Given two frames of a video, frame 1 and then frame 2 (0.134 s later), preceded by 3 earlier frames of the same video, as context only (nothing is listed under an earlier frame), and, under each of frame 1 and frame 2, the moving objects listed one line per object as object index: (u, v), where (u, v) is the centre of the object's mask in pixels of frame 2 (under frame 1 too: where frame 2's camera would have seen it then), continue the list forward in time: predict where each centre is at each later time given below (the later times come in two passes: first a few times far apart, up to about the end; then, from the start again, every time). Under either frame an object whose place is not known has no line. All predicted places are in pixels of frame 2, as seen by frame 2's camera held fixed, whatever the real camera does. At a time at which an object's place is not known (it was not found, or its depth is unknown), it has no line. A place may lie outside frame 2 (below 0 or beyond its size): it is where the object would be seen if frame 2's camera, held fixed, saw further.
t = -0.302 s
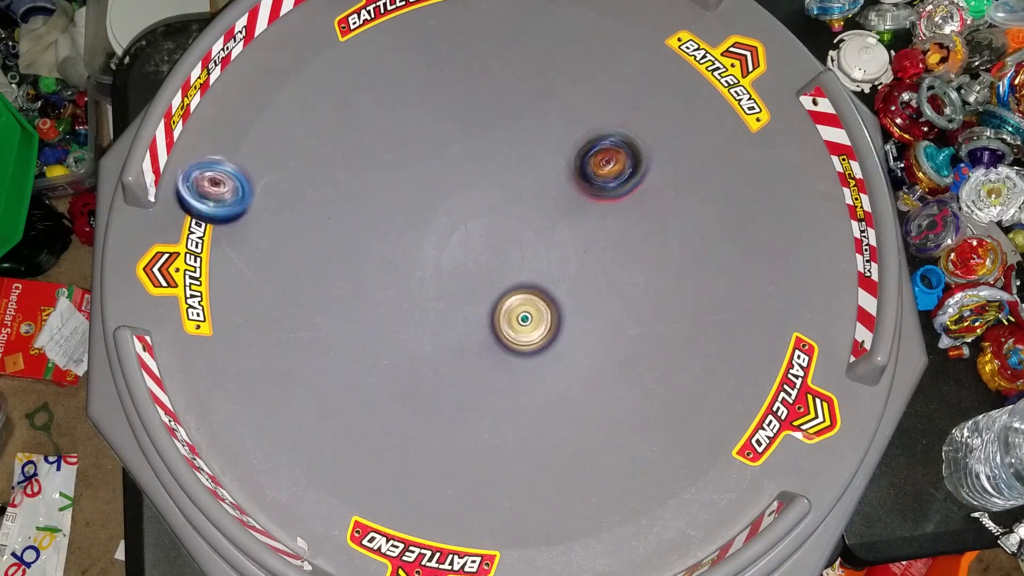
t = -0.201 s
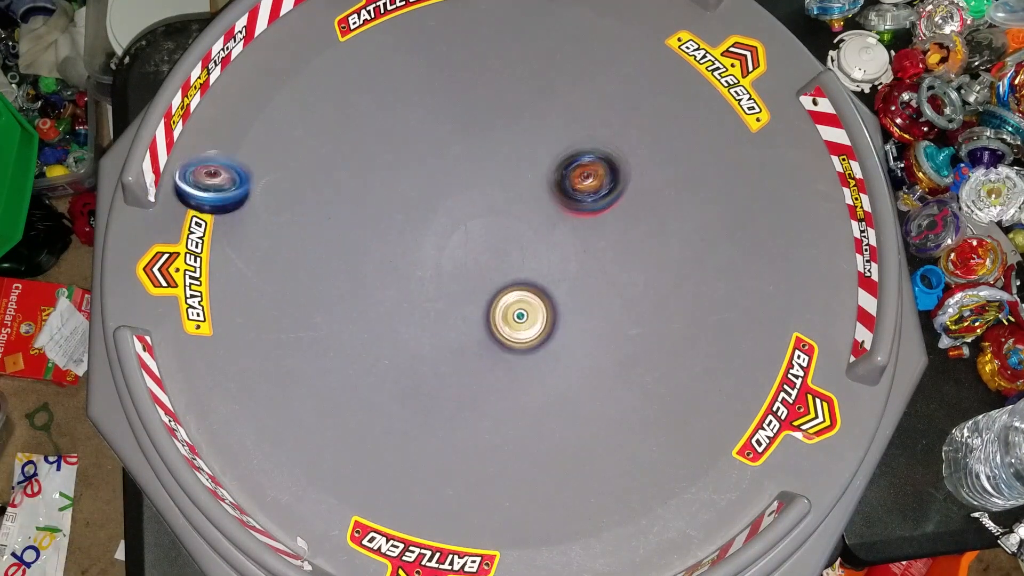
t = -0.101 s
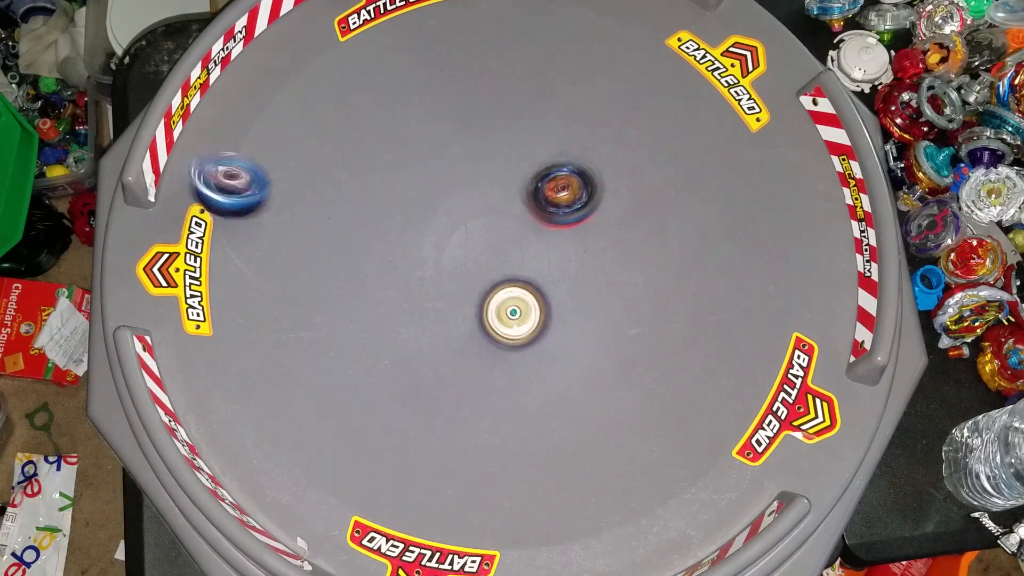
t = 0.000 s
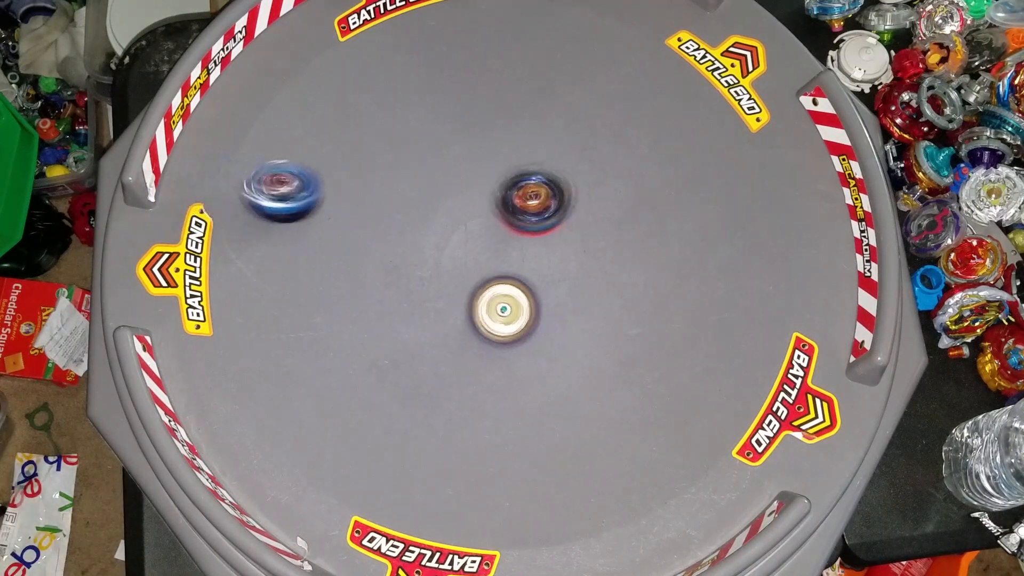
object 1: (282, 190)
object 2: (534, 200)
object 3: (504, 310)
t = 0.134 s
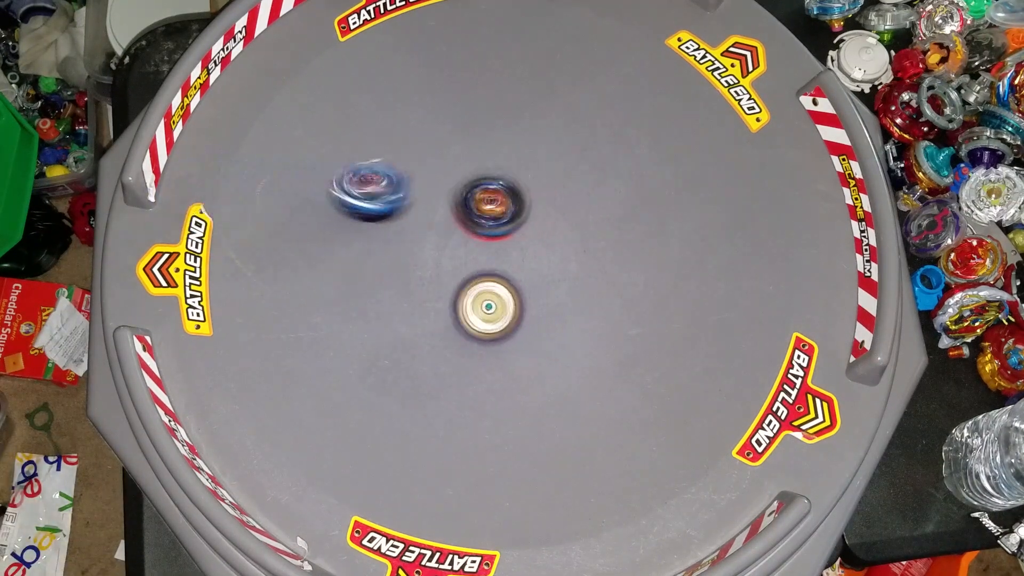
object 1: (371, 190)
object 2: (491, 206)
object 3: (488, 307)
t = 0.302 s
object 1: (379, 151)
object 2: (542, 252)
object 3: (470, 315)
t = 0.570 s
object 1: (370, 112)
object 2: (567, 278)
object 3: (462, 326)
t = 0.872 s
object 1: (394, 118)
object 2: (542, 287)
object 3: (469, 326)
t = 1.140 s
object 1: (468, 170)
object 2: (512, 236)
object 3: (467, 327)
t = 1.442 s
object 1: (499, 150)
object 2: (513, 242)
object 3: (462, 319)
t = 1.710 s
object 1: (506, 154)
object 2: (510, 249)
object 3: (457, 317)
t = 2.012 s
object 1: (515, 172)
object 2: (500, 246)
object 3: (456, 315)
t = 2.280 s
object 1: (570, 157)
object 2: (494, 235)
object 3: (448, 330)
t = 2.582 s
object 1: (596, 138)
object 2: (492, 235)
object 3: (446, 324)
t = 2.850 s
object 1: (581, 156)
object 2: (494, 241)
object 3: (440, 316)
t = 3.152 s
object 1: (548, 218)
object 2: (475, 249)
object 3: (436, 314)
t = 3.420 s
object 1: (628, 213)
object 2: (444, 237)
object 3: (442, 330)
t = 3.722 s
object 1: (644, 176)
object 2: (465, 239)
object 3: (466, 319)
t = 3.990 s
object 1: (583, 176)
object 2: (476, 172)
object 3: (503, 381)
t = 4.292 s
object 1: (542, 242)
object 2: (479, 183)
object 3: (500, 347)
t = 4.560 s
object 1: (530, 235)
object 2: (464, 188)
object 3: (443, 381)
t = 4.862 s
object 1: (536, 235)
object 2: (461, 191)
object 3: (455, 402)
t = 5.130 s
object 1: (532, 258)
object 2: (454, 238)
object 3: (464, 361)
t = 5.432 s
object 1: (532, 260)
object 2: (457, 284)
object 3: (423, 354)
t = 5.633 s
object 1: (526, 246)
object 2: (472, 300)
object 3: (424, 360)
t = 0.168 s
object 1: (395, 191)
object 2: (481, 206)
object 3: (485, 306)
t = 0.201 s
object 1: (404, 186)
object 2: (482, 214)
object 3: (482, 306)
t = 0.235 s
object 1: (395, 175)
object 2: (505, 229)
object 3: (480, 306)
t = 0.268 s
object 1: (387, 167)
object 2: (520, 240)
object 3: (478, 309)
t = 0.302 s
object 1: (379, 151)
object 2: (542, 252)
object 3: (470, 315)
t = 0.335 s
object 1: (376, 142)
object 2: (548, 256)
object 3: (467, 318)
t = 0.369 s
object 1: (374, 135)
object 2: (553, 258)
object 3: (464, 320)
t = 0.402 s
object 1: (374, 128)
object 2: (558, 261)
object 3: (463, 321)
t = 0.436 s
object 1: (372, 121)
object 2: (561, 264)
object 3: (462, 322)
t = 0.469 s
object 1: (371, 116)
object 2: (564, 268)
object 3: (462, 323)
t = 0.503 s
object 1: (369, 113)
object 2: (566, 272)
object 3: (462, 324)
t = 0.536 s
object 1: (370, 112)
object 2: (567, 276)
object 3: (462, 325)
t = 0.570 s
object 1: (370, 112)
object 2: (567, 278)
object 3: (462, 326)
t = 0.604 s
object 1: (372, 113)
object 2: (566, 281)
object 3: (463, 326)
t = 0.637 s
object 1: (374, 114)
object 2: (565, 285)
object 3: (463, 327)
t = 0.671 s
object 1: (378, 114)
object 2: (564, 287)
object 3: (464, 327)
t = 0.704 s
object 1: (381, 113)
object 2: (561, 289)
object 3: (464, 327)
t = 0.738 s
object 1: (383, 112)
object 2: (559, 289)
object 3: (465, 327)
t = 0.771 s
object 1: (385, 111)
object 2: (554, 291)
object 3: (467, 327)
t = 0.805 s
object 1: (387, 112)
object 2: (551, 291)
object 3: (467, 327)
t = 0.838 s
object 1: (390, 114)
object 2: (546, 289)
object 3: (468, 327)
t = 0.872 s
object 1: (394, 118)
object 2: (542, 287)
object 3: (469, 326)
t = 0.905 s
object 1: (400, 123)
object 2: (535, 283)
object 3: (470, 326)
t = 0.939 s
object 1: (407, 128)
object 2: (533, 277)
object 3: (468, 329)
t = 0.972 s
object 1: (416, 135)
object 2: (529, 270)
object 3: (468, 330)
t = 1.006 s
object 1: (425, 141)
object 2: (525, 264)
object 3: (468, 329)
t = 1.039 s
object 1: (436, 149)
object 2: (521, 258)
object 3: (468, 328)
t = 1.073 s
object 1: (447, 156)
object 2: (517, 250)
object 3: (467, 327)
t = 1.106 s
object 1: (457, 164)
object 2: (515, 244)
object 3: (467, 327)
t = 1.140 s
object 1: (468, 170)
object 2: (512, 236)
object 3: (467, 327)
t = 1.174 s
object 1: (476, 171)
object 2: (512, 238)
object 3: (467, 326)
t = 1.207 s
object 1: (483, 166)
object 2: (512, 241)
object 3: (466, 326)
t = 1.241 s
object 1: (487, 162)
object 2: (511, 242)
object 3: (466, 325)
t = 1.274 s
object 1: (493, 159)
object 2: (511, 243)
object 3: (465, 324)
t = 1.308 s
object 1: (495, 157)
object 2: (510, 242)
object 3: (465, 323)
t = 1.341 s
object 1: (497, 154)
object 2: (511, 242)
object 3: (464, 321)
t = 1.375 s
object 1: (498, 152)
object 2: (511, 242)
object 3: (464, 321)
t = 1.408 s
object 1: (499, 151)
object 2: (511, 241)
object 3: (463, 320)
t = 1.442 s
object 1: (499, 150)
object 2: (513, 242)
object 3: (462, 319)
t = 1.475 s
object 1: (499, 150)
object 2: (513, 242)
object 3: (462, 318)
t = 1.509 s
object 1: (499, 150)
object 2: (514, 243)
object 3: (461, 318)
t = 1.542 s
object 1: (499, 151)
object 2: (513, 244)
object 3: (460, 318)
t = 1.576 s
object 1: (501, 152)
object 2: (514, 245)
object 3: (460, 317)
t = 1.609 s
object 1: (502, 154)
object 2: (512, 247)
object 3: (458, 318)
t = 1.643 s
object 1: (503, 154)
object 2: (513, 247)
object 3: (458, 316)
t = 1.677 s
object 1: (505, 154)
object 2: (511, 250)
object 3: (457, 316)
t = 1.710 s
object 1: (506, 154)
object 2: (510, 249)
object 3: (457, 317)
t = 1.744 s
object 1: (507, 153)
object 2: (509, 251)
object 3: (456, 316)
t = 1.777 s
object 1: (508, 152)
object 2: (507, 250)
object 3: (456, 316)
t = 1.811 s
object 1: (508, 153)
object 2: (506, 251)
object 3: (456, 315)
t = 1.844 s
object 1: (508, 154)
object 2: (503, 252)
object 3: (456, 315)
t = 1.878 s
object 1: (509, 157)
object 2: (503, 252)
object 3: (455, 315)
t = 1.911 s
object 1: (509, 159)
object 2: (502, 250)
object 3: (455, 316)
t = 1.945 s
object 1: (511, 163)
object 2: (502, 249)
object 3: (455, 316)
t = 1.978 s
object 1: (512, 166)
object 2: (501, 248)
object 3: (457, 316)
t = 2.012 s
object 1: (515, 172)
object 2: (500, 246)
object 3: (456, 315)
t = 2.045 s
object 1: (518, 176)
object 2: (500, 246)
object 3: (456, 315)
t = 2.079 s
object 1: (523, 178)
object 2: (495, 246)
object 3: (456, 315)
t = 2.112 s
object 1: (528, 178)
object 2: (494, 247)
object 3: (456, 314)
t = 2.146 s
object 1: (533, 178)
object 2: (495, 241)
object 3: (452, 322)
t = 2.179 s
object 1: (543, 172)
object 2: (494, 239)
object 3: (449, 327)
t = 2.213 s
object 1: (551, 167)
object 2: (491, 238)
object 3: (448, 329)
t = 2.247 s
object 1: (561, 163)
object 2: (491, 235)
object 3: (448, 331)
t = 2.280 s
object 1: (570, 157)
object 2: (494, 235)
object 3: (448, 330)
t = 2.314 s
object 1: (577, 152)
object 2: (492, 235)
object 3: (448, 329)
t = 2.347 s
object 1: (584, 148)
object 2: (491, 233)
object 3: (448, 328)
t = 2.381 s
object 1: (588, 144)
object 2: (493, 235)
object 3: (447, 328)
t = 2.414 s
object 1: (593, 141)
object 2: (491, 234)
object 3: (447, 328)
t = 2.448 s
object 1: (595, 138)
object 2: (492, 232)
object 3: (447, 327)
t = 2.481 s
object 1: (596, 136)
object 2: (492, 234)
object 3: (447, 327)
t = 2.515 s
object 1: (596, 136)
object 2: (491, 233)
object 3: (447, 326)
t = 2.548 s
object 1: (595, 136)
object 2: (493, 233)
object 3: (447, 325)
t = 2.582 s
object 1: (596, 138)
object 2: (492, 235)
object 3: (446, 324)
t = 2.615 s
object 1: (596, 140)
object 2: (492, 234)
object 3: (446, 323)
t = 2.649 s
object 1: (596, 142)
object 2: (495, 236)
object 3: (445, 322)
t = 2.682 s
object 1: (596, 143)
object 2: (493, 237)
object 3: (444, 321)
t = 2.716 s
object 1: (596, 145)
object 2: (494, 237)
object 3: (444, 319)
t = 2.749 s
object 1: (593, 146)
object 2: (495, 238)
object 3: (443, 319)
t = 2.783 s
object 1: (590, 148)
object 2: (493, 239)
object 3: (442, 317)
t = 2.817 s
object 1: (586, 152)
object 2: (495, 239)
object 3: (441, 317)
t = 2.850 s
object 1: (581, 156)
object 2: (494, 241)
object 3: (440, 316)
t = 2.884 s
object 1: (575, 162)
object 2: (493, 241)
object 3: (440, 316)
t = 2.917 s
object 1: (570, 169)
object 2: (494, 242)
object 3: (438, 315)
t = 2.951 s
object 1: (564, 177)
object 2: (492, 244)
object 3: (438, 315)
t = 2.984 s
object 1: (558, 185)
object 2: (492, 244)
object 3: (437, 315)
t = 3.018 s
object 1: (552, 194)
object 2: (493, 245)
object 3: (437, 314)
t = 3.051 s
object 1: (547, 204)
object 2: (488, 246)
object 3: (437, 314)
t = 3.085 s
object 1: (546, 208)
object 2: (483, 247)
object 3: (437, 314)
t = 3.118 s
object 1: (546, 213)
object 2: (478, 248)
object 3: (437, 314)
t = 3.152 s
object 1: (548, 218)
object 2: (475, 249)
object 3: (436, 314)
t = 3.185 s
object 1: (551, 221)
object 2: (473, 246)
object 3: (436, 319)
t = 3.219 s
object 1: (570, 221)
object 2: (460, 247)
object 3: (435, 323)
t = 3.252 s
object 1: (584, 219)
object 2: (450, 246)
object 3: (435, 325)
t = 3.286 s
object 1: (596, 220)
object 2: (444, 243)
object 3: (437, 328)
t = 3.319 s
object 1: (606, 221)
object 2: (442, 240)
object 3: (437, 328)
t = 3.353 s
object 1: (614, 218)
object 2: (443, 238)
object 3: (439, 329)
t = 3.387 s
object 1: (621, 215)
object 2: (444, 237)
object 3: (440, 330)
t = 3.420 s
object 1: (628, 213)
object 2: (444, 237)
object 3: (442, 330)
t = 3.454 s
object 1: (635, 209)
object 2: (444, 235)
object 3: (444, 330)
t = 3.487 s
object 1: (640, 204)
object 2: (445, 232)
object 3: (446, 329)
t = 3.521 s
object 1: (644, 199)
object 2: (449, 229)
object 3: (448, 329)
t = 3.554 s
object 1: (649, 193)
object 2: (453, 229)
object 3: (450, 327)
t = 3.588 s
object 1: (649, 189)
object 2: (457, 231)
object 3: (453, 326)
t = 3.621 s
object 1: (650, 184)
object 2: (459, 234)
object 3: (455, 324)
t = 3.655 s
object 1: (650, 181)
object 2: (461, 236)
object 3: (458, 321)
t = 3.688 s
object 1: (648, 179)
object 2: (462, 239)
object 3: (461, 318)
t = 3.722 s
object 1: (644, 176)
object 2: (465, 239)
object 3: (466, 319)
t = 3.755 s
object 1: (640, 172)
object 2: (466, 216)
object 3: (474, 339)
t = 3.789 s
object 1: (635, 170)
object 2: (467, 200)
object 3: (481, 354)
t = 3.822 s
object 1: (627, 170)
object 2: (466, 188)
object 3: (488, 369)
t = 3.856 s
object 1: (620, 168)
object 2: (470, 180)
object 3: (495, 378)
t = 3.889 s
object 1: (610, 169)
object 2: (472, 175)
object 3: (499, 383)
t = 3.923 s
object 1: (601, 171)
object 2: (474, 172)
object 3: (502, 385)
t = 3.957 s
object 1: (592, 172)
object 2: (476, 172)
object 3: (503, 384)
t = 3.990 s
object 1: (583, 176)
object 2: (476, 172)
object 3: (503, 381)
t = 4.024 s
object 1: (575, 180)
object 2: (476, 172)
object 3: (503, 379)
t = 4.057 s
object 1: (569, 185)
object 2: (475, 172)
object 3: (503, 377)
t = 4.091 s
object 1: (565, 191)
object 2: (476, 169)
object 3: (503, 374)
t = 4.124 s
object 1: (559, 197)
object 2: (477, 169)
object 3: (503, 371)
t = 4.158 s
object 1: (556, 204)
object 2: (479, 171)
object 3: (504, 367)
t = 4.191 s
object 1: (552, 211)
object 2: (482, 173)
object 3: (503, 362)
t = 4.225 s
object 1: (549, 221)
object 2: (482, 176)
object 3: (503, 358)
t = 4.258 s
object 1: (546, 231)
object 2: (480, 180)
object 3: (502, 352)
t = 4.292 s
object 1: (542, 242)
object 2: (479, 183)
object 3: (500, 347)
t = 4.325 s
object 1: (538, 253)
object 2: (477, 186)
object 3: (497, 343)
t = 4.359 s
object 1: (534, 266)
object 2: (475, 187)
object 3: (493, 337)
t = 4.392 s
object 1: (528, 272)
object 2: (473, 188)
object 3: (488, 336)
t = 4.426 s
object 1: (527, 262)
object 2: (471, 189)
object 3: (476, 351)
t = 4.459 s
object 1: (523, 252)
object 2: (468, 190)
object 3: (465, 360)
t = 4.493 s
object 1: (525, 245)
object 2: (468, 190)
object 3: (456, 370)
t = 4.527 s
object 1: (526, 237)
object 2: (467, 189)
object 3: (449, 376)
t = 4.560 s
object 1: (530, 235)
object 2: (464, 188)
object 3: (443, 381)
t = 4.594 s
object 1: (532, 231)
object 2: (462, 185)
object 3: (439, 384)
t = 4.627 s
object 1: (532, 230)
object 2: (462, 183)
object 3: (437, 388)
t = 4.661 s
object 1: (531, 230)
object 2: (463, 183)
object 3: (436, 392)
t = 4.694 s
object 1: (534, 232)
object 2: (464, 185)
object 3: (437, 395)
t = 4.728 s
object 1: (536, 232)
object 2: (463, 186)
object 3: (438, 399)
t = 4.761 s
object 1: (538, 232)
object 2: (462, 188)
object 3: (440, 401)
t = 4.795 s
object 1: (539, 233)
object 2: (460, 188)
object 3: (444, 402)
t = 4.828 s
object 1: (538, 234)
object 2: (460, 189)
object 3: (449, 402)
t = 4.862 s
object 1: (536, 235)
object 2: (461, 191)
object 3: (455, 402)
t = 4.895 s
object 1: (534, 239)
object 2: (462, 194)
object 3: (460, 399)
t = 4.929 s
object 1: (535, 241)
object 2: (462, 199)
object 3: (463, 395)
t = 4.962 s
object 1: (534, 242)
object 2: (461, 202)
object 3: (464, 391)
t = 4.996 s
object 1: (533, 246)
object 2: (460, 208)
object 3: (466, 386)
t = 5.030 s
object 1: (533, 250)
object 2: (458, 214)
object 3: (467, 380)
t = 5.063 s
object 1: (533, 253)
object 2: (457, 221)
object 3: (467, 375)
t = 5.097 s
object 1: (533, 255)
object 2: (454, 230)
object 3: (466, 368)
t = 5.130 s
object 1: (532, 258)
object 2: (454, 238)
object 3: (464, 361)
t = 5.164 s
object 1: (532, 262)
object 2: (453, 248)
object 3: (460, 356)
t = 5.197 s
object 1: (532, 265)
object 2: (453, 258)
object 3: (456, 351)
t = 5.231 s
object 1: (533, 266)
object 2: (454, 268)
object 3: (452, 346)
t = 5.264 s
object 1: (533, 267)
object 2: (457, 274)
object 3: (446, 348)
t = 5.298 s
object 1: (533, 268)
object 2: (458, 274)
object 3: (440, 351)
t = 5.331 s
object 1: (533, 268)
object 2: (460, 275)
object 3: (436, 353)
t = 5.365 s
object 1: (532, 267)
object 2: (461, 276)
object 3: (431, 352)
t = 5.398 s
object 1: (532, 264)
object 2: (457, 279)
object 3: (426, 352)
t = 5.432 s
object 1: (532, 260)
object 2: (457, 284)
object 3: (423, 354)
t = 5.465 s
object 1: (532, 257)
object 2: (458, 288)
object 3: (422, 354)
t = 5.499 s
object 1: (532, 254)
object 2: (460, 292)
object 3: (421, 356)
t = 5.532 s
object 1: (532, 252)
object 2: (463, 295)
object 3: (420, 359)
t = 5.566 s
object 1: (530, 250)
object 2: (466, 297)
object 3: (421, 360)
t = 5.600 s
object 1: (527, 248)
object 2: (469, 298)
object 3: (424, 360)
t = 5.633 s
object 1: (526, 246)
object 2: (472, 300)
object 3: (424, 360)
